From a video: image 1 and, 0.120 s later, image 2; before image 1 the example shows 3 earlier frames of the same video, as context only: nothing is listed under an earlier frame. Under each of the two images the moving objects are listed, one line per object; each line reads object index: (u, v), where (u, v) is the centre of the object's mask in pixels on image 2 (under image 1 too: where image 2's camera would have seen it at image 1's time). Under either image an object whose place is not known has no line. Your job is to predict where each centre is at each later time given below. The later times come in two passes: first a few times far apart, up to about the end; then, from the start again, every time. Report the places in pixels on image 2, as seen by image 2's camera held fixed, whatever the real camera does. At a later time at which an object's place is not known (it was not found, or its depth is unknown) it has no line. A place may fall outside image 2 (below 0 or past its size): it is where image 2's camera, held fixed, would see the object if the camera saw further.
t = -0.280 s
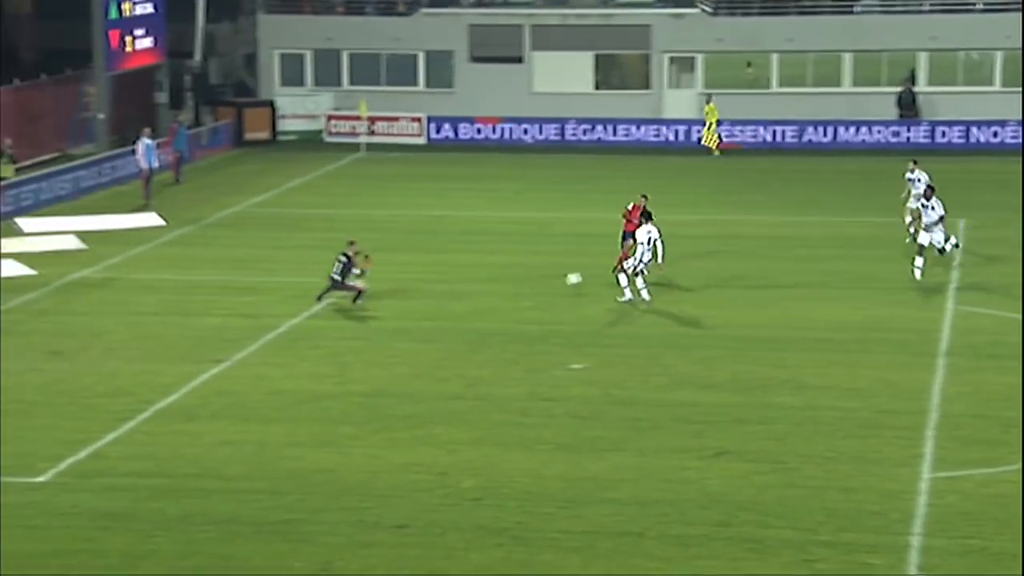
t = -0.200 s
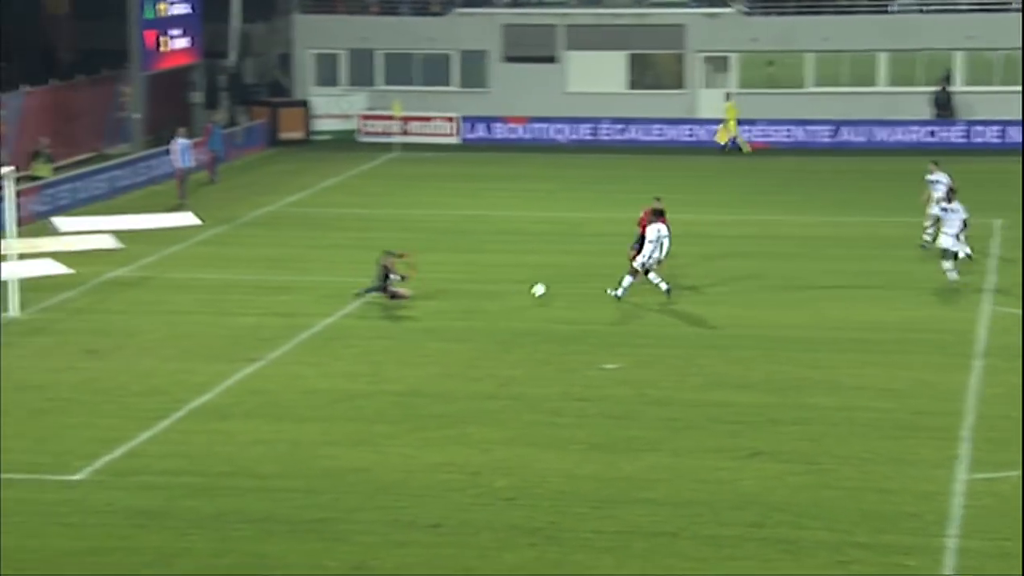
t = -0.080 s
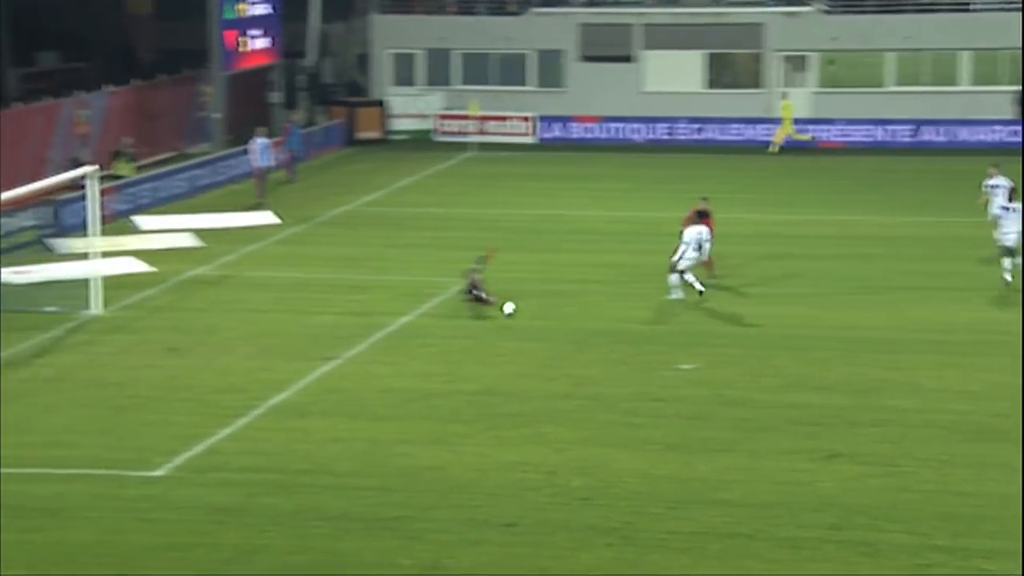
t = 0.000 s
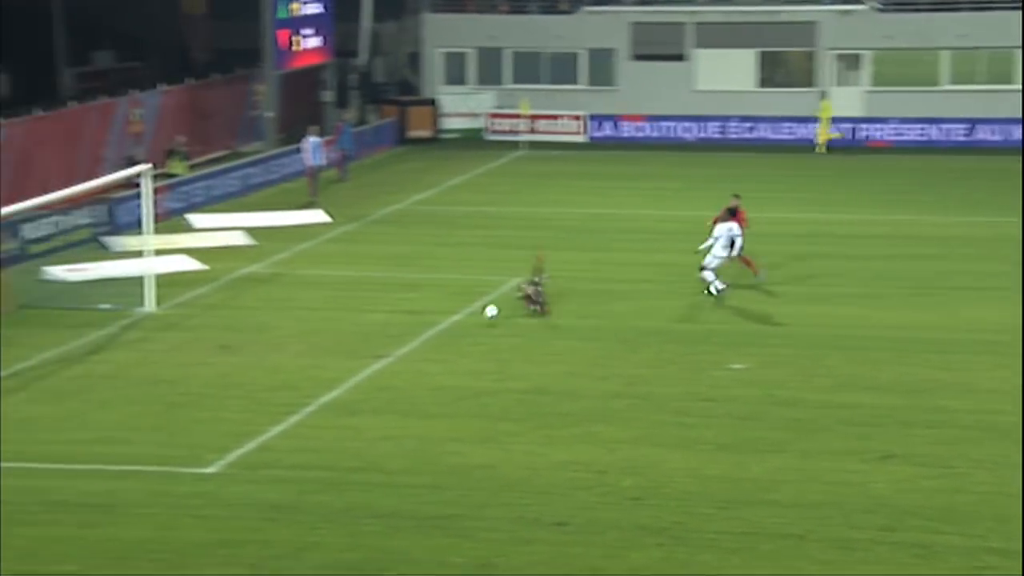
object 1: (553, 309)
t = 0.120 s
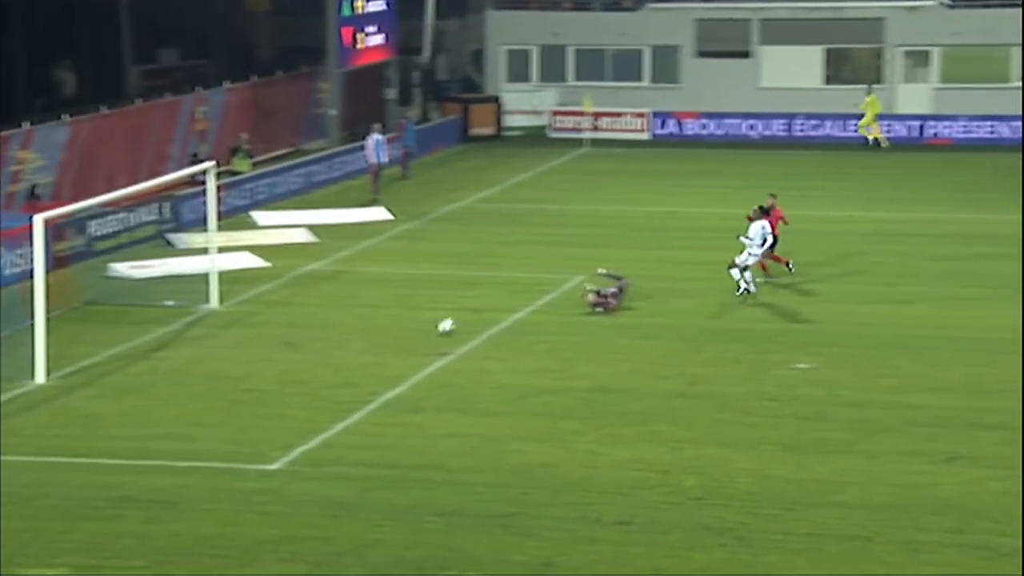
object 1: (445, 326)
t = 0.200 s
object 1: (377, 333)
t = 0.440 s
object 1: (171, 354)
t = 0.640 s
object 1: (5, 373)
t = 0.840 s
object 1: (-61, 334)
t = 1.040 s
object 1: (-86, 309)
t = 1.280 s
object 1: (-108, 310)
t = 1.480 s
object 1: (-99, 318)
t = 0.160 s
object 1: (410, 332)
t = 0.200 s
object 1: (377, 333)
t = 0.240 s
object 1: (342, 334)
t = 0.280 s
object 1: (308, 337)
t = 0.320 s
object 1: (274, 342)
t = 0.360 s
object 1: (238, 349)
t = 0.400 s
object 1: (204, 354)
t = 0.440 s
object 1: (171, 354)
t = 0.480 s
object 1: (137, 357)
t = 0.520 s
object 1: (103, 362)
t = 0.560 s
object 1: (69, 368)
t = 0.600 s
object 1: (32, 372)
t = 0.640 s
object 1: (5, 373)
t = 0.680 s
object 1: (-17, 367)
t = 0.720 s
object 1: (-31, 358)
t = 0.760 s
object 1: (-43, 349)
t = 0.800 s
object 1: (-53, 341)
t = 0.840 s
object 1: (-61, 334)
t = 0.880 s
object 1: (-67, 327)
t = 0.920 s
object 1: (-72, 321)
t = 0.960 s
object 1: (-77, 316)
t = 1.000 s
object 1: (-82, 311)
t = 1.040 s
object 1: (-86, 309)
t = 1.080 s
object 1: (-91, 307)
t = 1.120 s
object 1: (-95, 306)
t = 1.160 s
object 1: (-99, 306)
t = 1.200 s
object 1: (-103, 307)
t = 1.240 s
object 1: (-107, 309)
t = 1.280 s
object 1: (-108, 310)
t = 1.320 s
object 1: (-108, 311)
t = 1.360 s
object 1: (-107, 313)
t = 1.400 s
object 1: (-105, 314)
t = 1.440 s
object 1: (-101, 316)
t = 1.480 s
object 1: (-99, 318)
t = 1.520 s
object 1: (-94, 322)
